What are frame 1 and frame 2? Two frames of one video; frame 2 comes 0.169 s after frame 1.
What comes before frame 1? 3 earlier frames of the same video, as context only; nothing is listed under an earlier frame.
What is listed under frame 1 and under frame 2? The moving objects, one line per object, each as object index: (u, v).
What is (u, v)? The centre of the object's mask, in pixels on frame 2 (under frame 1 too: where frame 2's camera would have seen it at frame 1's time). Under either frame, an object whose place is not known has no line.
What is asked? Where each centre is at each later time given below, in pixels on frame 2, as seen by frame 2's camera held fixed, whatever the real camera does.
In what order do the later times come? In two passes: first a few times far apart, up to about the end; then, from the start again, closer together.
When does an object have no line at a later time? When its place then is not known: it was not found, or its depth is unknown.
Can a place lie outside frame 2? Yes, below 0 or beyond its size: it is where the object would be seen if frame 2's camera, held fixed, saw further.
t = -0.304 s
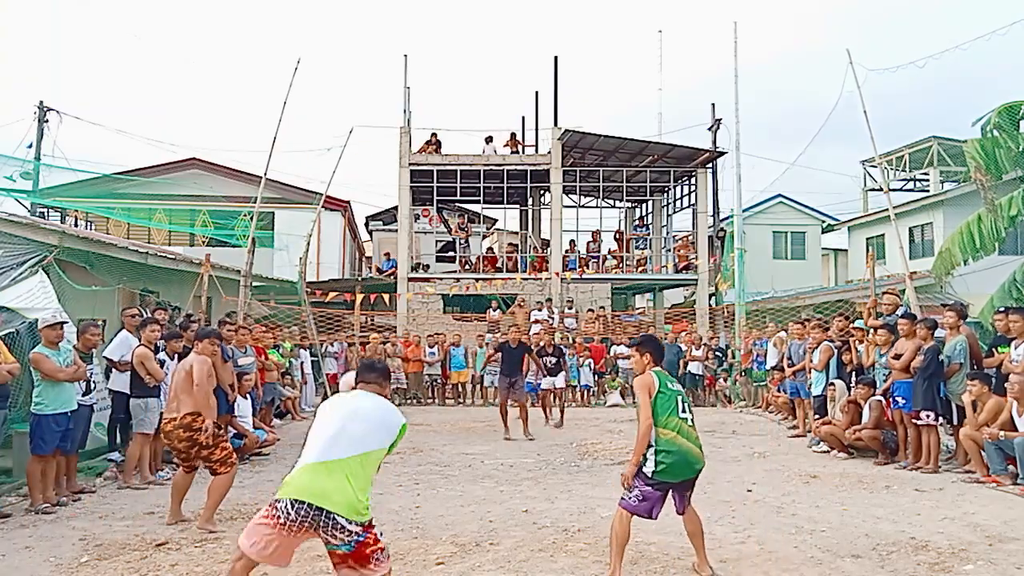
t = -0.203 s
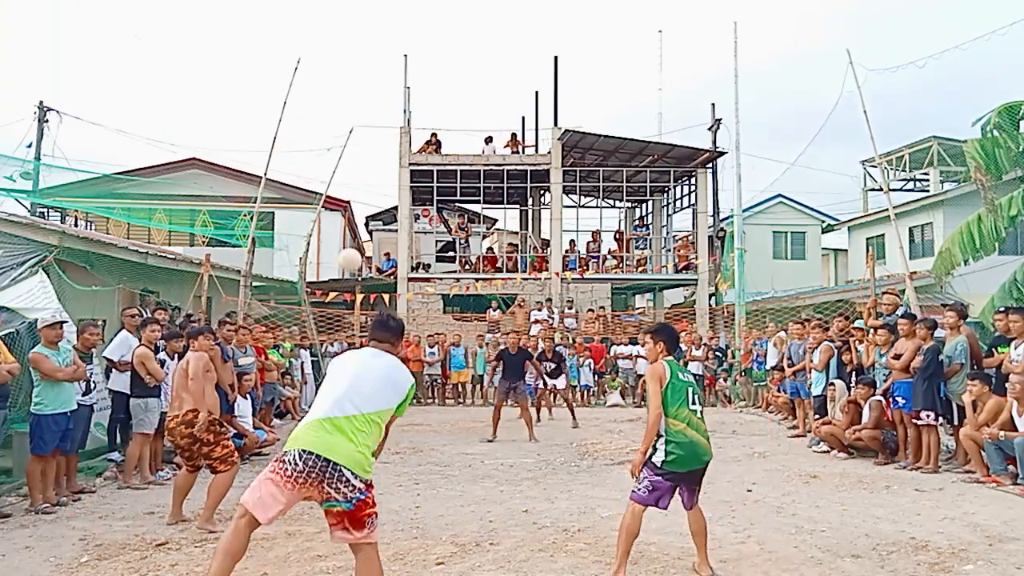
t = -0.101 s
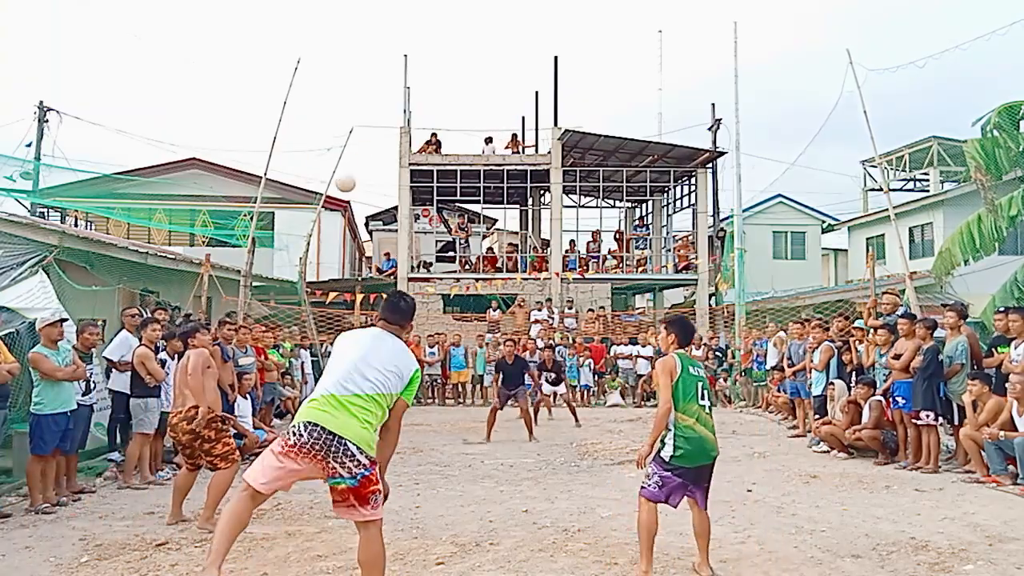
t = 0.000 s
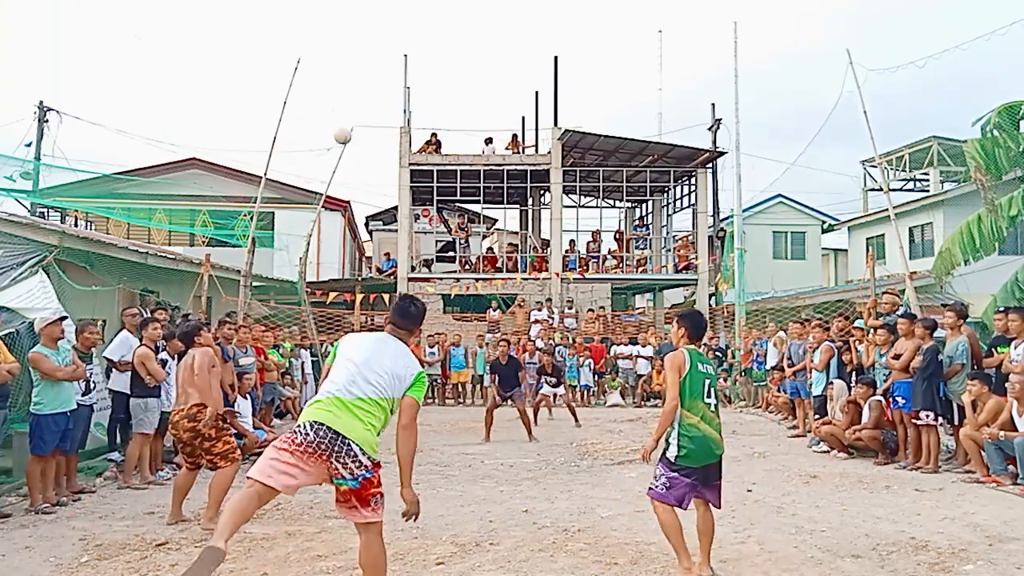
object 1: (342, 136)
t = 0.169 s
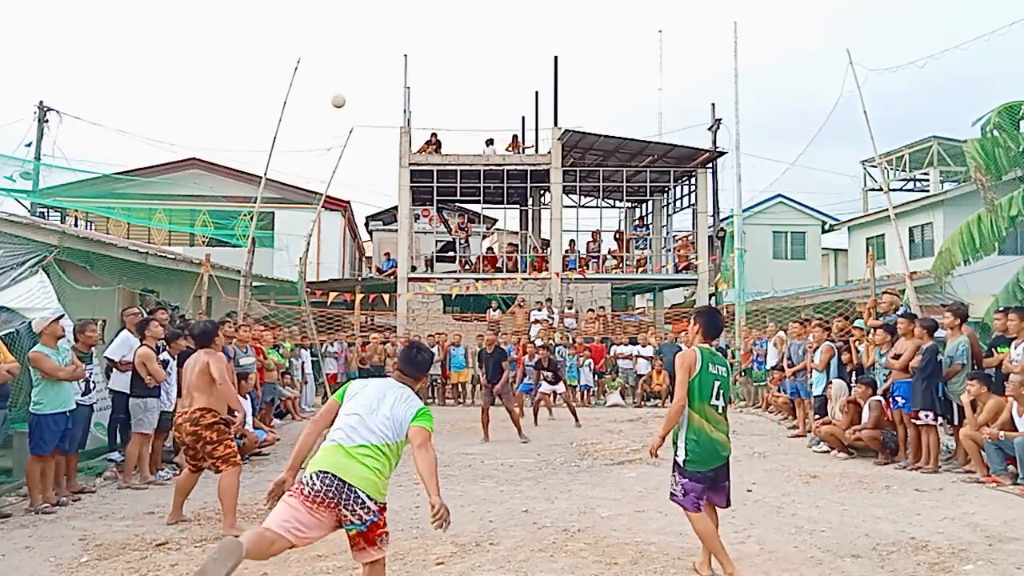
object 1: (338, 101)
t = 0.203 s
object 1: (337, 99)
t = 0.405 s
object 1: (333, 104)
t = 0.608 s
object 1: (329, 136)
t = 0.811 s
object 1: (324, 185)
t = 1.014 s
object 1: (321, 245)
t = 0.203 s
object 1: (337, 99)
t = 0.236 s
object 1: (336, 97)
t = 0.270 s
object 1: (336, 96)
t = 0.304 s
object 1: (335, 97)
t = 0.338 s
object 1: (334, 98)
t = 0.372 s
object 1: (333, 101)
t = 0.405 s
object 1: (333, 104)
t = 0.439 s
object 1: (332, 108)
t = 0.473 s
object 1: (331, 112)
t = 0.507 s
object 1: (331, 117)
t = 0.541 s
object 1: (330, 123)
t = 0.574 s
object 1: (329, 129)
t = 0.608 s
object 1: (329, 136)
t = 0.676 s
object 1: (328, 151)
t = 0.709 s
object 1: (327, 158)
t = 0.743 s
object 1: (326, 167)
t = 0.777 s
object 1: (325, 176)
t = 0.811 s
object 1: (324, 185)
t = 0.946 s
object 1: (323, 223)
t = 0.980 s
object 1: (322, 234)
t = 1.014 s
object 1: (321, 245)
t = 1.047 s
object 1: (321, 256)
